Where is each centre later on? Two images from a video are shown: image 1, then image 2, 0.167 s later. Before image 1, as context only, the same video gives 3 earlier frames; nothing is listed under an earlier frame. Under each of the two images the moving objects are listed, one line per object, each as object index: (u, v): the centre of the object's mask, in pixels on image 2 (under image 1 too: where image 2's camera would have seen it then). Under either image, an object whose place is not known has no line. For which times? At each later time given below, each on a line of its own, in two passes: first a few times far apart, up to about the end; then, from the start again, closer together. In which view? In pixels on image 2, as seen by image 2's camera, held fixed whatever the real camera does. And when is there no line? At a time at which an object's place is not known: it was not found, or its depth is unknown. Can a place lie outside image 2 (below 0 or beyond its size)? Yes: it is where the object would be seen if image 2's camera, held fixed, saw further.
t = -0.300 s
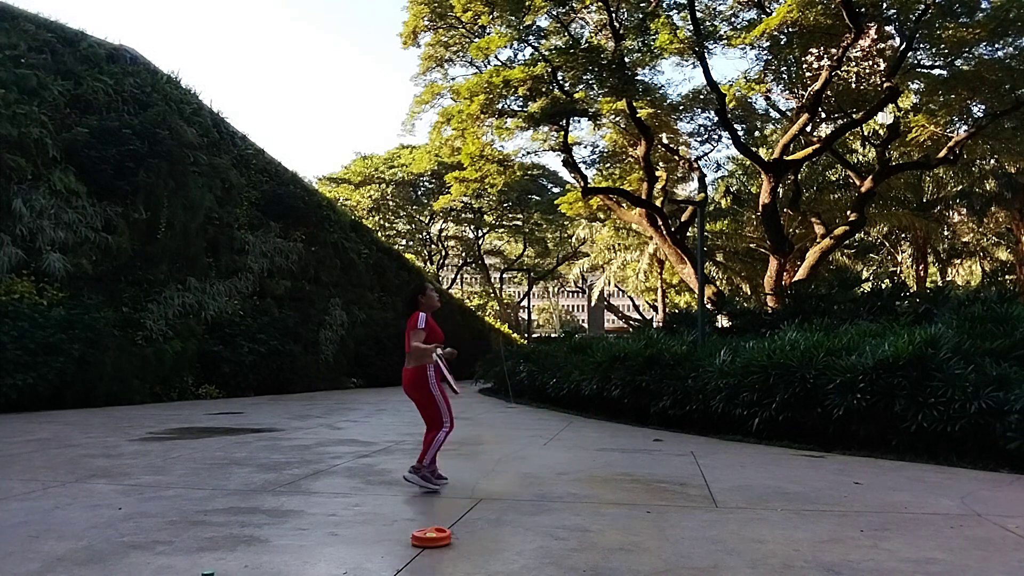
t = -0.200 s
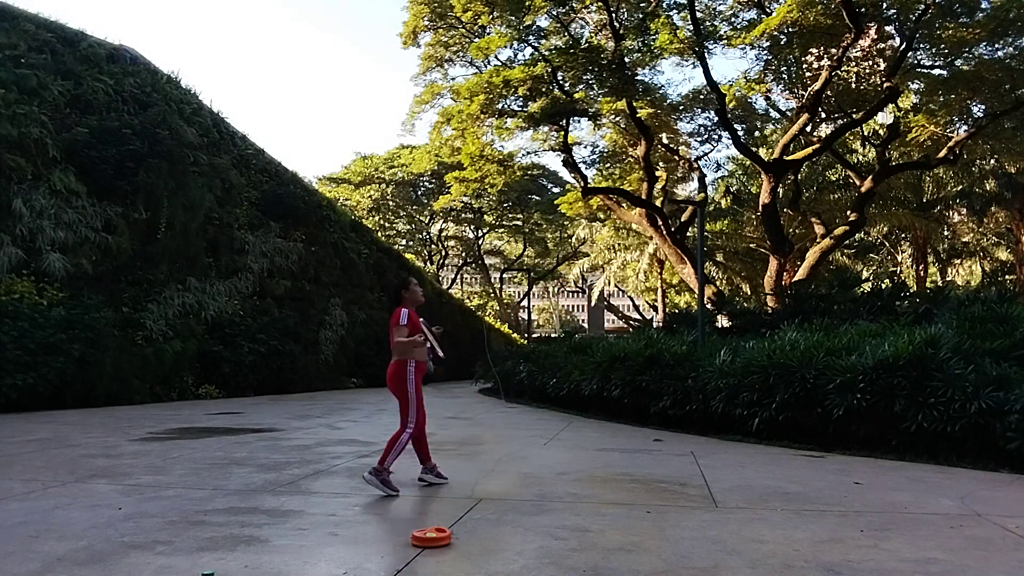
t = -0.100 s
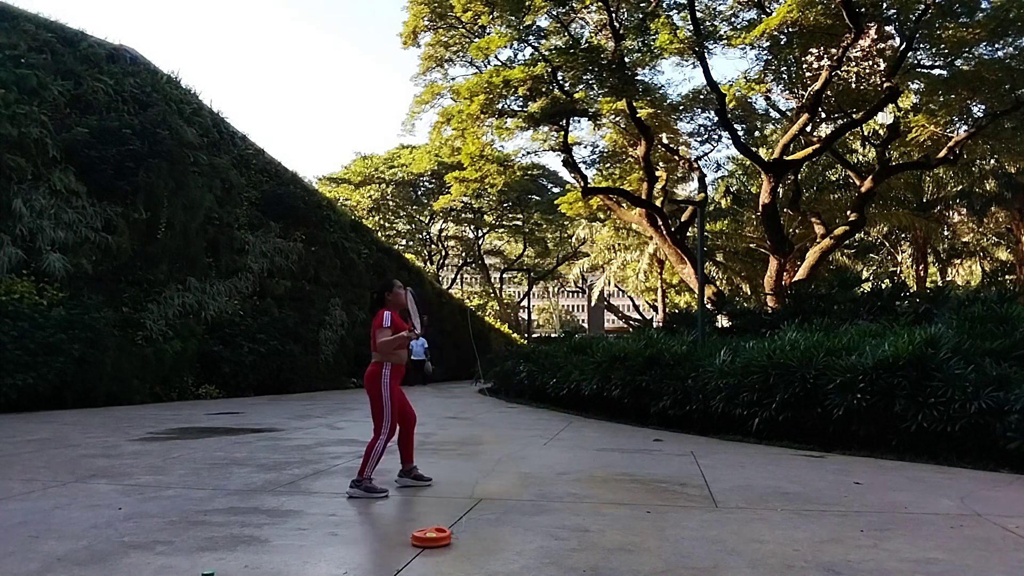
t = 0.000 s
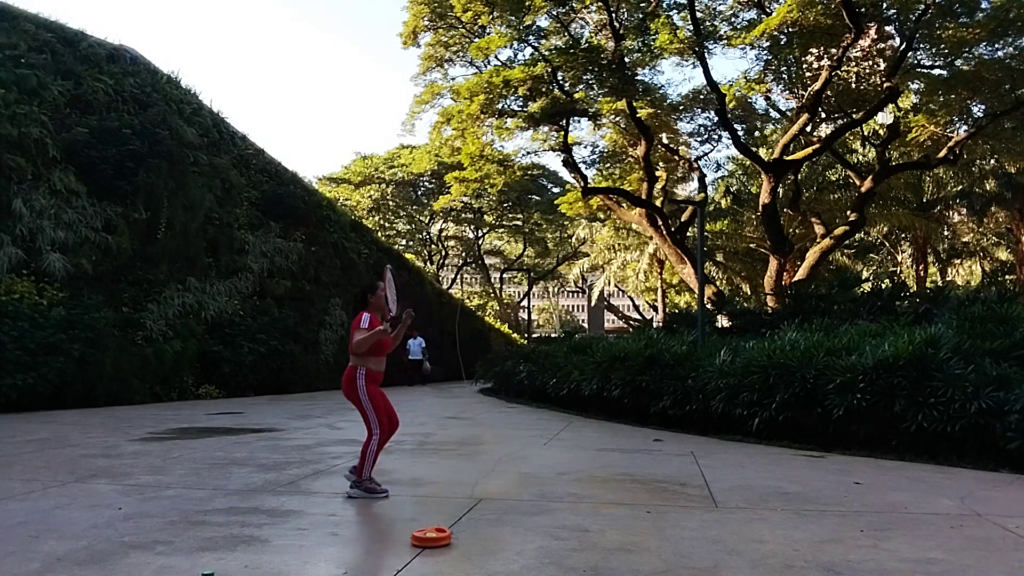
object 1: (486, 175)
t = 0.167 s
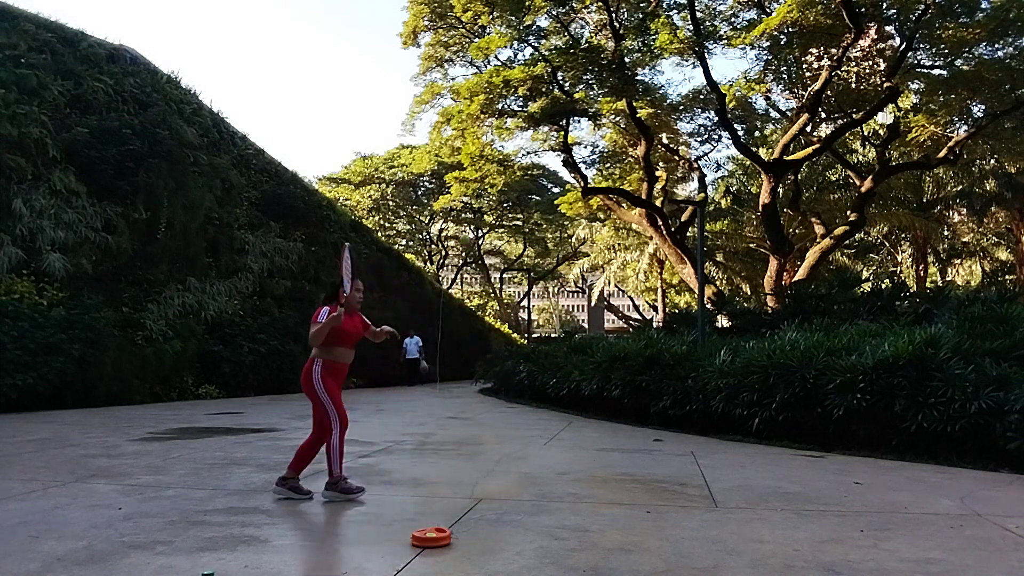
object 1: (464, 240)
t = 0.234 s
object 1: (456, 277)
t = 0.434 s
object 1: (423, 447)
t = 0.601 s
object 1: (410, 430)
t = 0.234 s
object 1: (456, 277)
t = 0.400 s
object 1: (429, 413)
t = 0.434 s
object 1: (423, 447)
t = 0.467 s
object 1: (417, 486)
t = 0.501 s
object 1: (413, 498)
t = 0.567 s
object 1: (411, 450)
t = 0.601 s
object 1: (410, 430)
